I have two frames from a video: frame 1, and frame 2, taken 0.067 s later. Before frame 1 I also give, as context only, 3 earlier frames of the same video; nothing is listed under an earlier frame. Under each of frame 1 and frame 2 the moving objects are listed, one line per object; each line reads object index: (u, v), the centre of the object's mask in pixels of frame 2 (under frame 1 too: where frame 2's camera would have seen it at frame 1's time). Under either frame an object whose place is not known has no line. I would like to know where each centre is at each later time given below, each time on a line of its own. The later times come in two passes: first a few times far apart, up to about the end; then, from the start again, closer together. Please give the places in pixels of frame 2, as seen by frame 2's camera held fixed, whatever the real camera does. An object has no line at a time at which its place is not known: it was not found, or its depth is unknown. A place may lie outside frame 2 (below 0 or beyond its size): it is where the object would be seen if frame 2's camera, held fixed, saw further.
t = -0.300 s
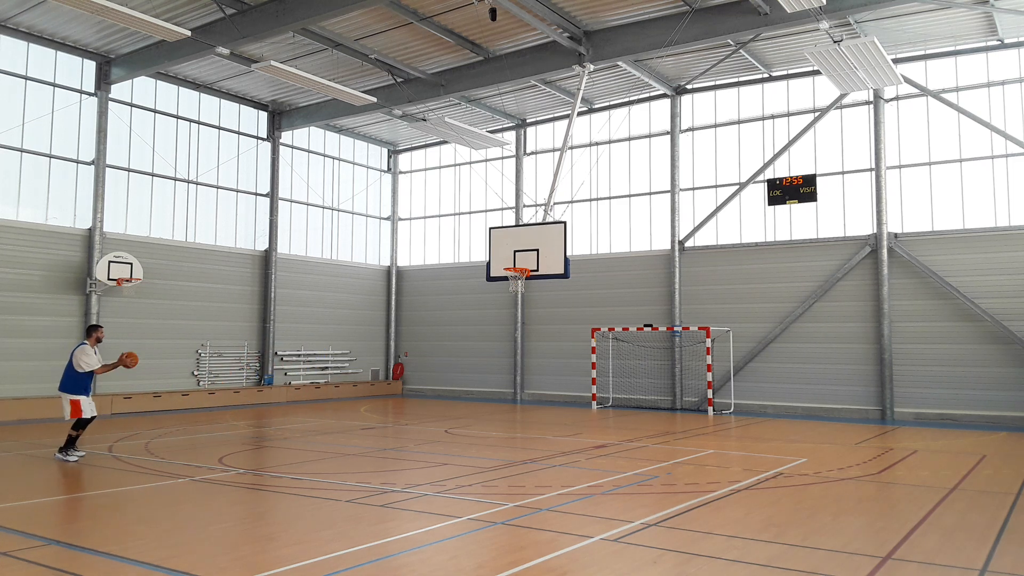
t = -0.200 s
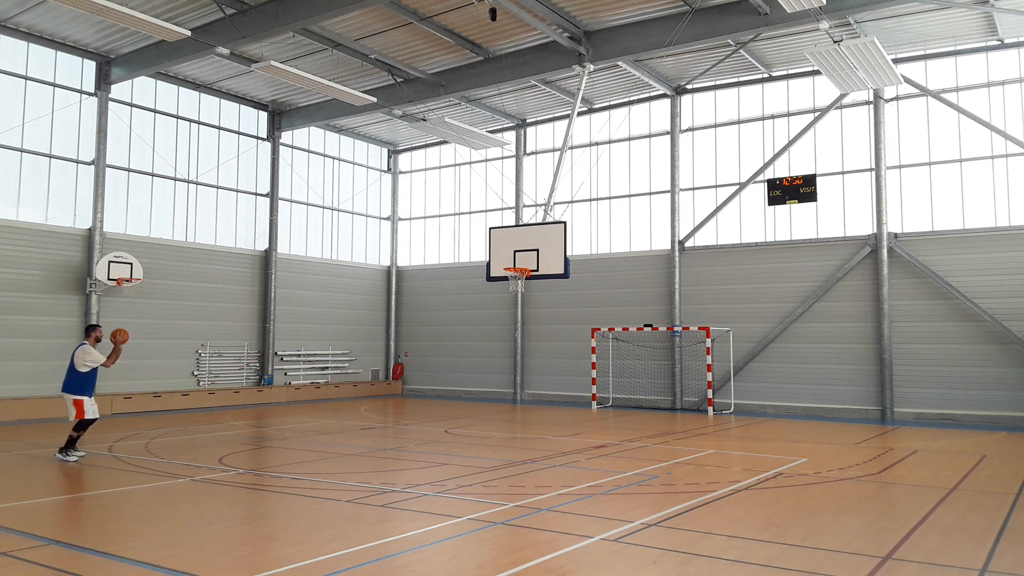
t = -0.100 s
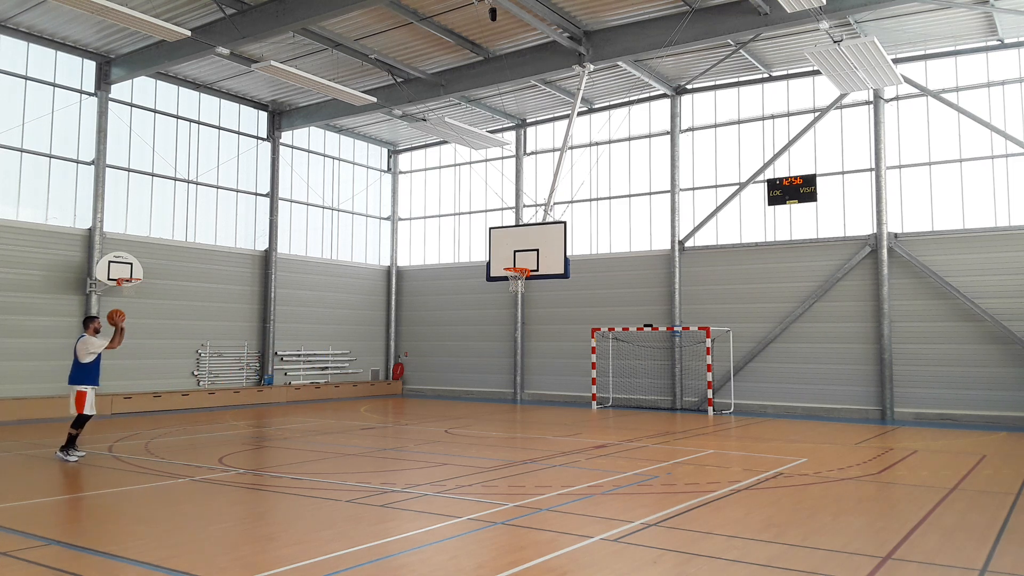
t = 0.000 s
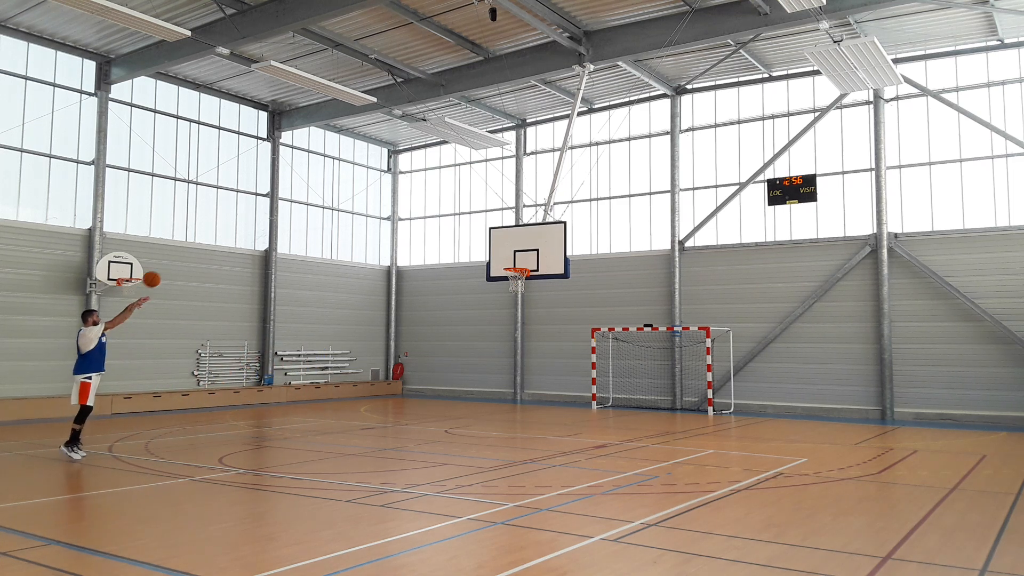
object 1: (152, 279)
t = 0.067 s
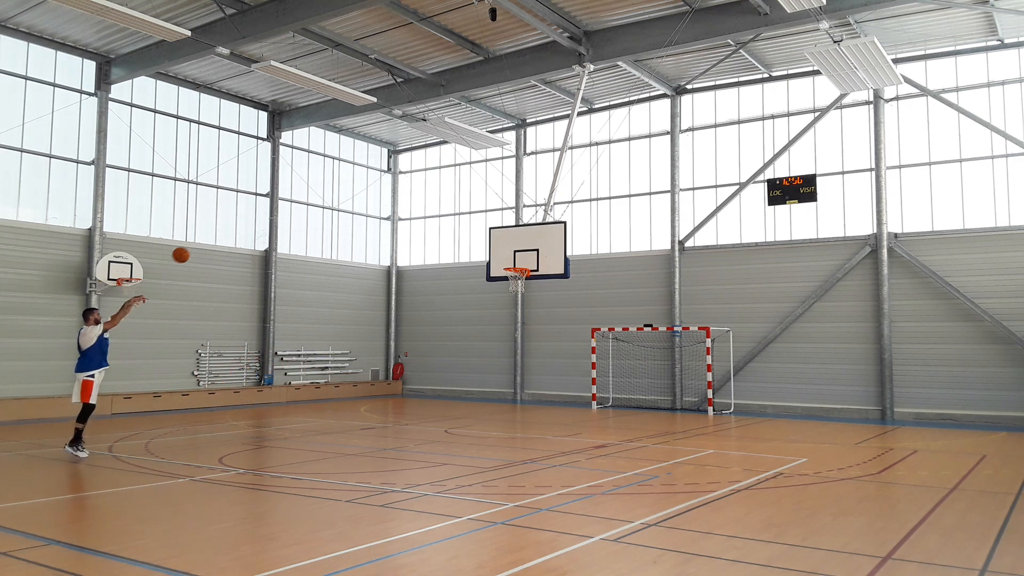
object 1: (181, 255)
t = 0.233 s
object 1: (249, 210)
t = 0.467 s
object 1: (330, 180)
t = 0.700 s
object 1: (401, 182)
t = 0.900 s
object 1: (455, 206)
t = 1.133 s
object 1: (512, 256)
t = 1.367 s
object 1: (504, 278)
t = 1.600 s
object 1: (507, 300)
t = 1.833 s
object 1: (509, 351)
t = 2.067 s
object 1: (511, 427)
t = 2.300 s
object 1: (524, 363)
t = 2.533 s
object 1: (536, 328)
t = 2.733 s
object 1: (547, 322)
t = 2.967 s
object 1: (559, 344)
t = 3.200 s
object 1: (571, 396)
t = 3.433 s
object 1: (582, 402)
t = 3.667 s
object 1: (591, 363)
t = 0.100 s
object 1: (195, 244)
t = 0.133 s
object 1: (209, 234)
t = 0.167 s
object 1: (222, 226)
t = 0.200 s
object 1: (236, 217)
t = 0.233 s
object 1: (249, 210)
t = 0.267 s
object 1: (261, 204)
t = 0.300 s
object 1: (274, 198)
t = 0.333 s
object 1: (286, 193)
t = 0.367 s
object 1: (297, 189)
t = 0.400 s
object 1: (308, 185)
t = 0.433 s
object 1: (320, 183)
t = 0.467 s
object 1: (330, 180)
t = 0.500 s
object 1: (341, 179)
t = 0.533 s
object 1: (352, 178)
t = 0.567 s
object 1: (362, 178)
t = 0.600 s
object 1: (372, 178)
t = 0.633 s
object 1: (382, 179)
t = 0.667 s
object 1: (392, 180)
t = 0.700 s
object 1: (401, 182)
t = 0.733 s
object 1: (410, 185)
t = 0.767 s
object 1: (419, 188)
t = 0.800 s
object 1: (429, 192)
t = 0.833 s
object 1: (438, 196)
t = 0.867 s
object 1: (446, 201)
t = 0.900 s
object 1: (455, 206)
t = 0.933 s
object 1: (463, 212)
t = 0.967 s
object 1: (472, 218)
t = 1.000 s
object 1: (480, 225)
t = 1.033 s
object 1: (488, 232)
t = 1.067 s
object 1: (496, 239)
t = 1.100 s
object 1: (504, 247)
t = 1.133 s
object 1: (512, 256)
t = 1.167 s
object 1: (519, 263)
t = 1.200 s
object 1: (520, 265)
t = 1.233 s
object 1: (516, 268)
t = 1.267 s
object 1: (509, 272)
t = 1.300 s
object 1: (507, 275)
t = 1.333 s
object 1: (505, 277)
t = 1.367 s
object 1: (504, 278)
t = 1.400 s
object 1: (505, 280)
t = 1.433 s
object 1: (505, 283)
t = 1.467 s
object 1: (505, 284)
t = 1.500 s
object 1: (505, 287)
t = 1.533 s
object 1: (506, 291)
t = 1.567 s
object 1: (506, 295)
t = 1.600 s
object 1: (507, 300)
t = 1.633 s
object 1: (507, 305)
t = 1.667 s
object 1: (507, 312)
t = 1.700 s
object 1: (508, 318)
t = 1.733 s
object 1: (508, 326)
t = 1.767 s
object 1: (509, 333)
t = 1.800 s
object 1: (509, 342)
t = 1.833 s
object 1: (509, 351)
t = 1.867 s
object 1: (510, 361)
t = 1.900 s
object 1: (510, 372)
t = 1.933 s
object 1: (510, 383)
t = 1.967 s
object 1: (510, 395)
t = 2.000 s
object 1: (511, 408)
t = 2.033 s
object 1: (510, 421)
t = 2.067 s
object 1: (511, 427)
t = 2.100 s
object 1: (513, 416)
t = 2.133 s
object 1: (515, 406)
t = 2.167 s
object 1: (517, 396)
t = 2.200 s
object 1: (519, 387)
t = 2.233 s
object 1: (521, 378)
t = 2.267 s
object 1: (523, 370)
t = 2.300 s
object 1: (524, 363)
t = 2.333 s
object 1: (526, 356)
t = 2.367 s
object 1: (528, 350)
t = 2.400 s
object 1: (530, 344)
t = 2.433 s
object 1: (531, 339)
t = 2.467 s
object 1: (533, 335)
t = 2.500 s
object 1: (535, 331)
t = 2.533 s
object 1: (536, 328)
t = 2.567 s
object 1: (538, 326)
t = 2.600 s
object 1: (540, 324)
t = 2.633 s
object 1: (542, 323)
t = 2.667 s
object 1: (544, 322)
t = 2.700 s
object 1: (545, 322)
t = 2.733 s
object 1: (547, 322)
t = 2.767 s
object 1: (549, 324)
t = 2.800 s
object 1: (550, 326)
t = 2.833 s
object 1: (552, 328)
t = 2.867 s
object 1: (554, 331)
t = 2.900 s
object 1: (556, 335)
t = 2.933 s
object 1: (557, 339)
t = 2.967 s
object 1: (559, 344)
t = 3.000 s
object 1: (561, 349)
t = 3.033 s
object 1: (563, 356)
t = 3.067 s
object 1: (564, 362)
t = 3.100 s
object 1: (566, 370)
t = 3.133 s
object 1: (568, 378)
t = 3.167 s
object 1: (570, 386)
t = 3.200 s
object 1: (571, 396)
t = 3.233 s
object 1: (573, 406)
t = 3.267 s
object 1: (574, 417)
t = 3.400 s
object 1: (580, 410)
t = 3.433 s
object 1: (582, 402)
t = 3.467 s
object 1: (583, 395)
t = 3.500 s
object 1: (584, 388)
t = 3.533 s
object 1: (585, 382)
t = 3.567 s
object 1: (586, 376)
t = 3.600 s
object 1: (588, 371)
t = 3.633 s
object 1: (589, 367)
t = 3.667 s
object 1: (591, 363)
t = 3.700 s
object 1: (592, 360)
